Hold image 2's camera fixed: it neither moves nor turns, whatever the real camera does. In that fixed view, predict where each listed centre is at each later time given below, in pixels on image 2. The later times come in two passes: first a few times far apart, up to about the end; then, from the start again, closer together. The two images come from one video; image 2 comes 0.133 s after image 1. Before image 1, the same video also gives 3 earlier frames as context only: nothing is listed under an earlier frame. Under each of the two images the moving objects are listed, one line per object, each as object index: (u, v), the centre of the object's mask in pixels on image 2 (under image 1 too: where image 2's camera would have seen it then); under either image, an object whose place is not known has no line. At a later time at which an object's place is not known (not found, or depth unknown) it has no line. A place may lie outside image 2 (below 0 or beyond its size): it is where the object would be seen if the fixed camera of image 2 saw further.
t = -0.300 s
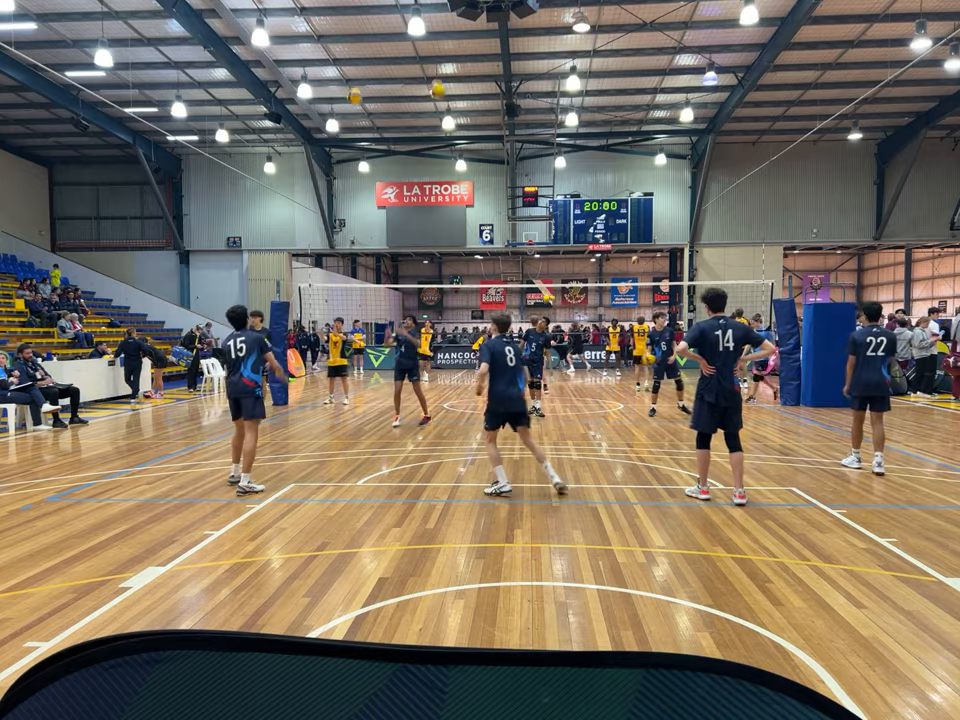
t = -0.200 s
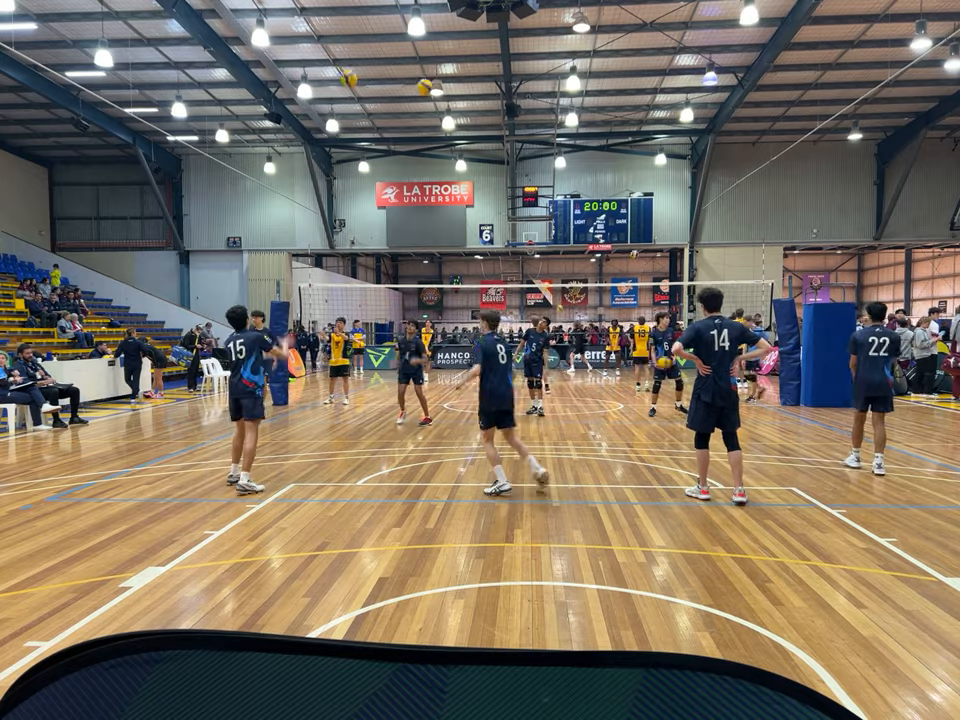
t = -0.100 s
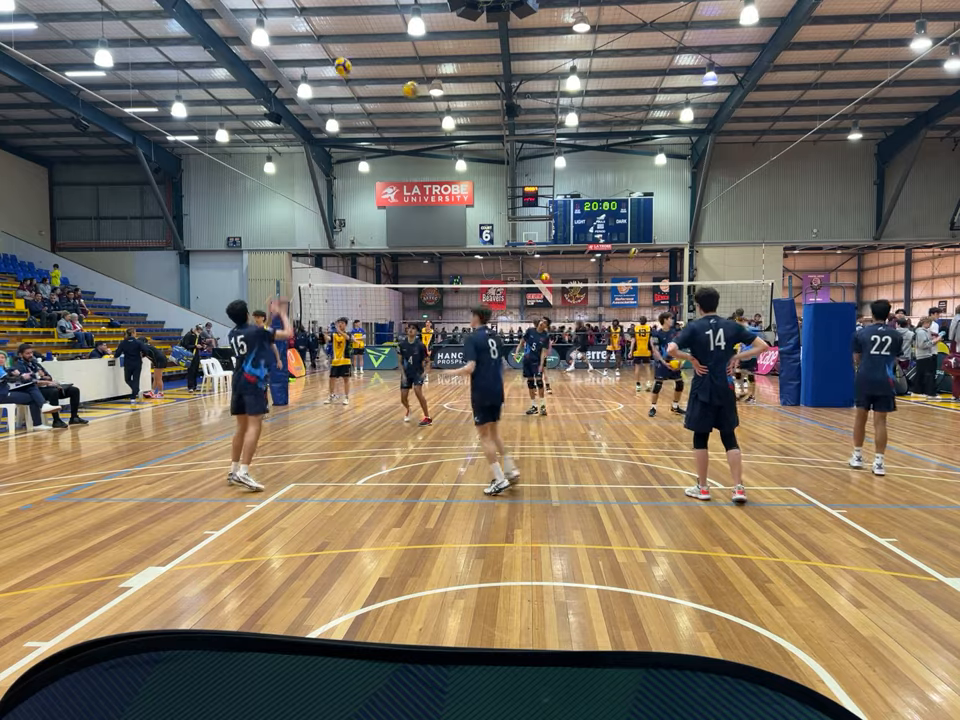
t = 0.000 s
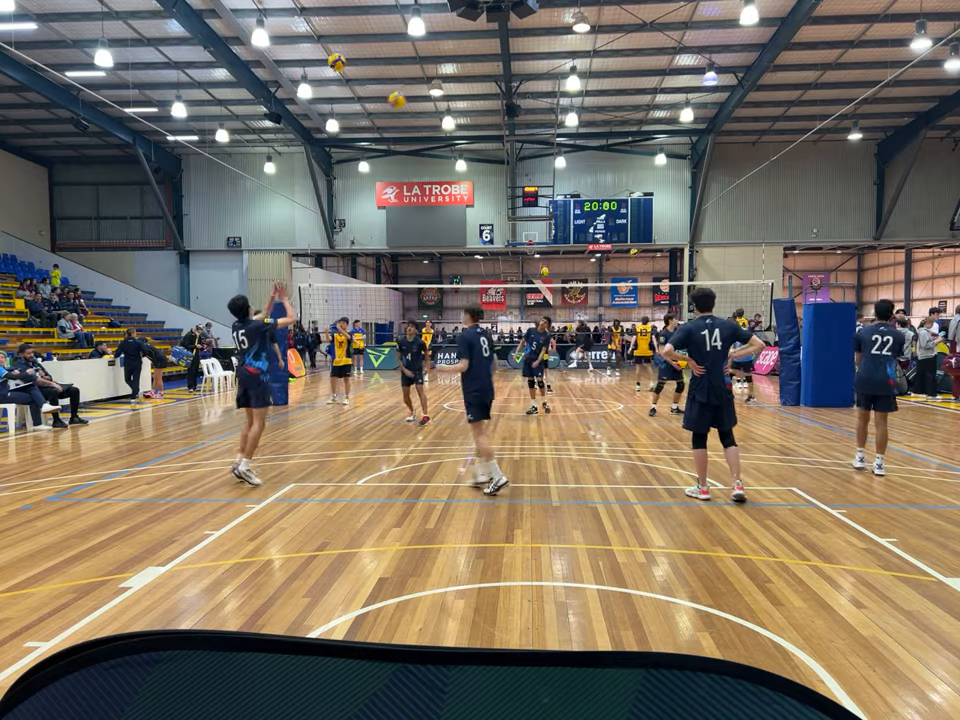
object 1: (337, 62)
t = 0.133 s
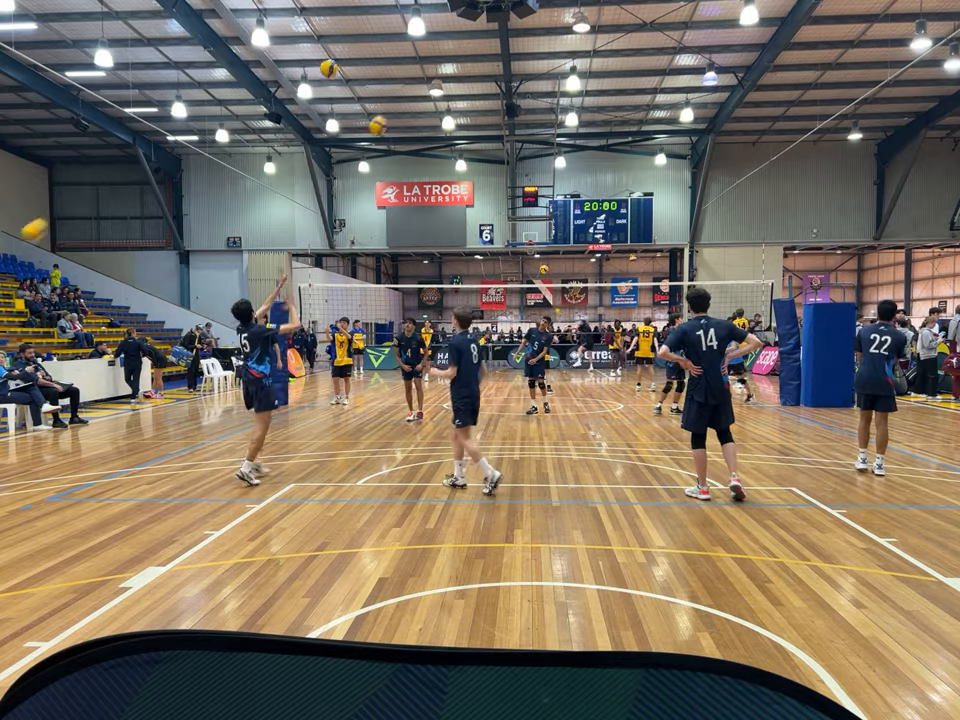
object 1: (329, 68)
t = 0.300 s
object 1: (319, 98)
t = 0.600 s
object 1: (302, 217)
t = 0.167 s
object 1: (327, 72)
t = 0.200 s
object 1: (325, 77)
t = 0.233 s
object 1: (322, 83)
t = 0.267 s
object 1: (320, 89)
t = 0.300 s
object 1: (319, 98)
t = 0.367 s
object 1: (314, 117)
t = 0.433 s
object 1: (311, 140)
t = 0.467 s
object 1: (309, 153)
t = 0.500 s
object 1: (307, 167)
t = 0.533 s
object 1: (306, 181)
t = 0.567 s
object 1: (305, 198)
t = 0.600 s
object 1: (302, 217)
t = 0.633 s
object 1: (301, 236)
